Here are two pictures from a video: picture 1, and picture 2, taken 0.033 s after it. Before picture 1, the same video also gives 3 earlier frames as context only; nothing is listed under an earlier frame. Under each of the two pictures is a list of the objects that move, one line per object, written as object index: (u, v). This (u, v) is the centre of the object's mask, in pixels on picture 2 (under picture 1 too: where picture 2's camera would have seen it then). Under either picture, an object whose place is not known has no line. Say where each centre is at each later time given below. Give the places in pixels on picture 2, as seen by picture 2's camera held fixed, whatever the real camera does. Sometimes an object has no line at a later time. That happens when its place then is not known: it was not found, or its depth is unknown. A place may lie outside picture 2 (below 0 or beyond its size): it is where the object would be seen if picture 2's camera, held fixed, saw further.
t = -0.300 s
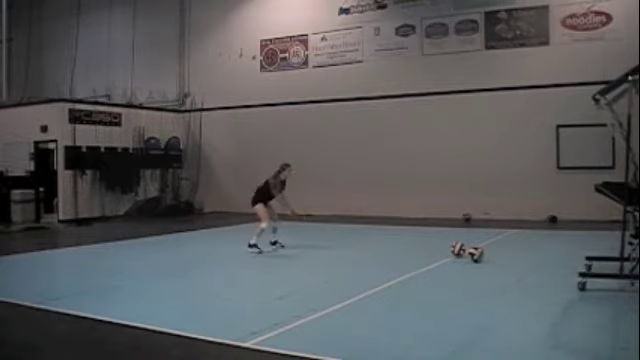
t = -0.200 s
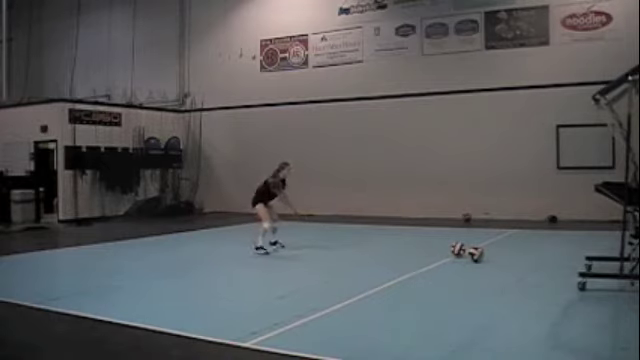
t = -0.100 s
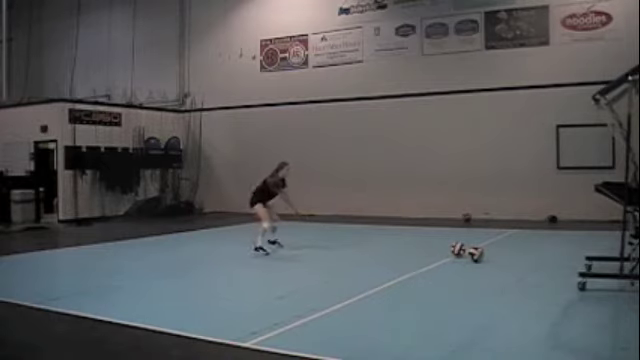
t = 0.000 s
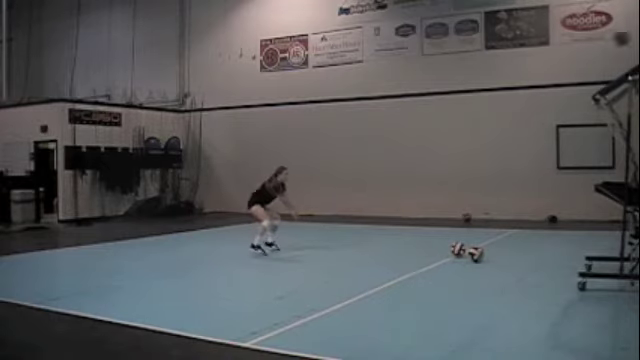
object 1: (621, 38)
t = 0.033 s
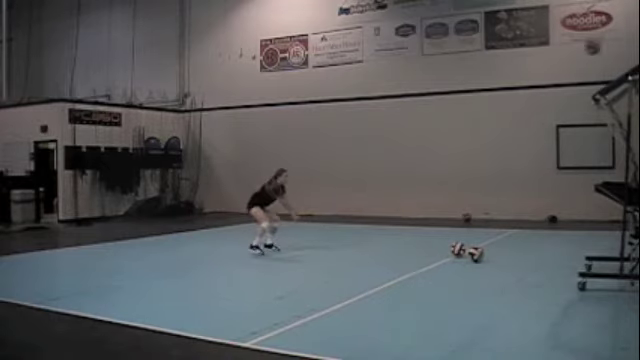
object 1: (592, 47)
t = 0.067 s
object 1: (565, 56)
